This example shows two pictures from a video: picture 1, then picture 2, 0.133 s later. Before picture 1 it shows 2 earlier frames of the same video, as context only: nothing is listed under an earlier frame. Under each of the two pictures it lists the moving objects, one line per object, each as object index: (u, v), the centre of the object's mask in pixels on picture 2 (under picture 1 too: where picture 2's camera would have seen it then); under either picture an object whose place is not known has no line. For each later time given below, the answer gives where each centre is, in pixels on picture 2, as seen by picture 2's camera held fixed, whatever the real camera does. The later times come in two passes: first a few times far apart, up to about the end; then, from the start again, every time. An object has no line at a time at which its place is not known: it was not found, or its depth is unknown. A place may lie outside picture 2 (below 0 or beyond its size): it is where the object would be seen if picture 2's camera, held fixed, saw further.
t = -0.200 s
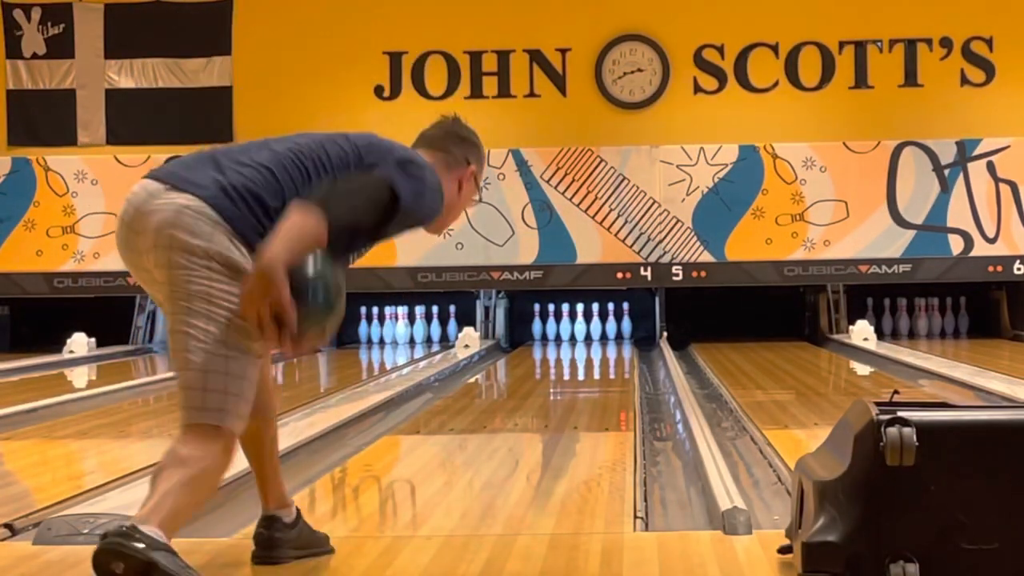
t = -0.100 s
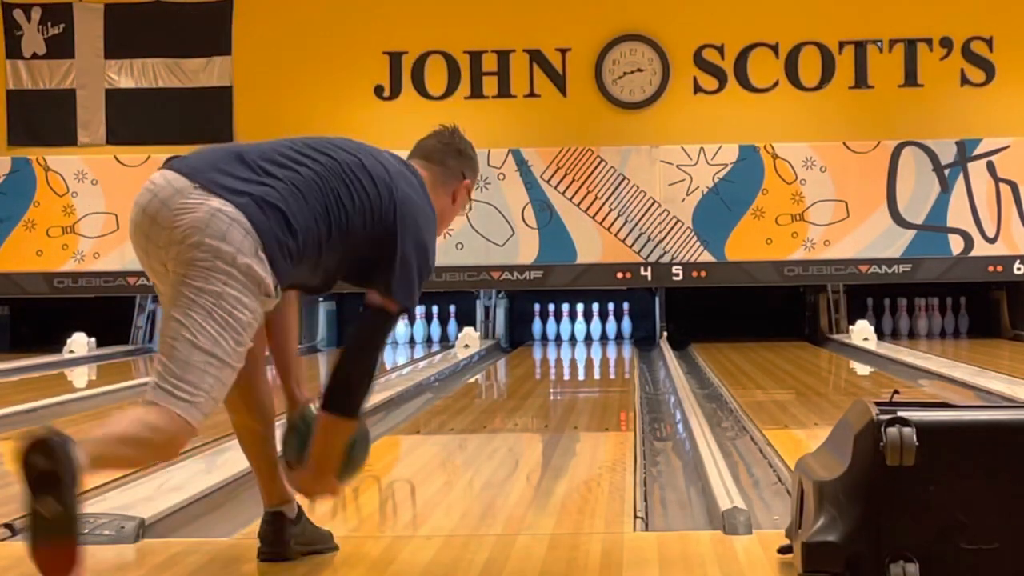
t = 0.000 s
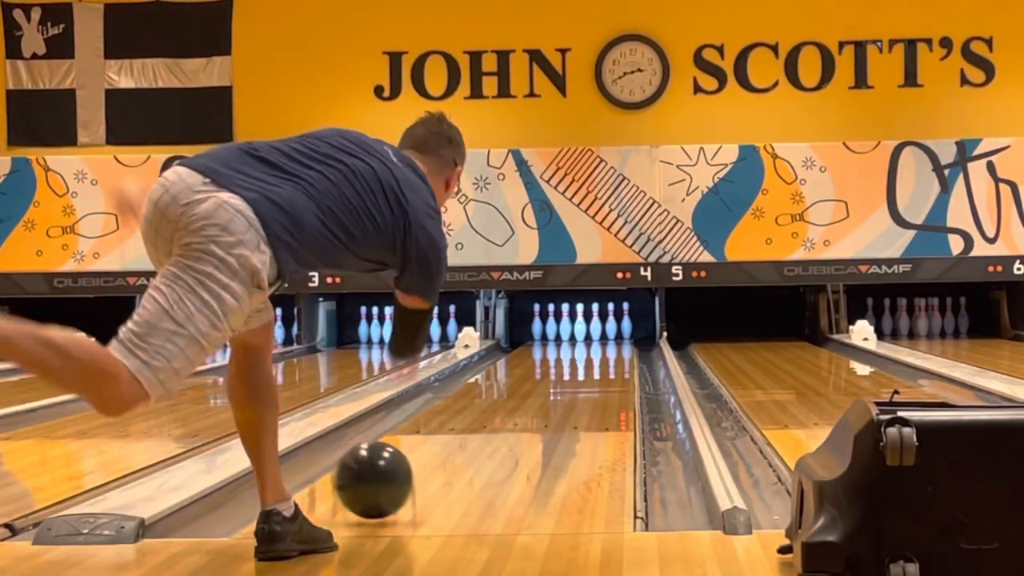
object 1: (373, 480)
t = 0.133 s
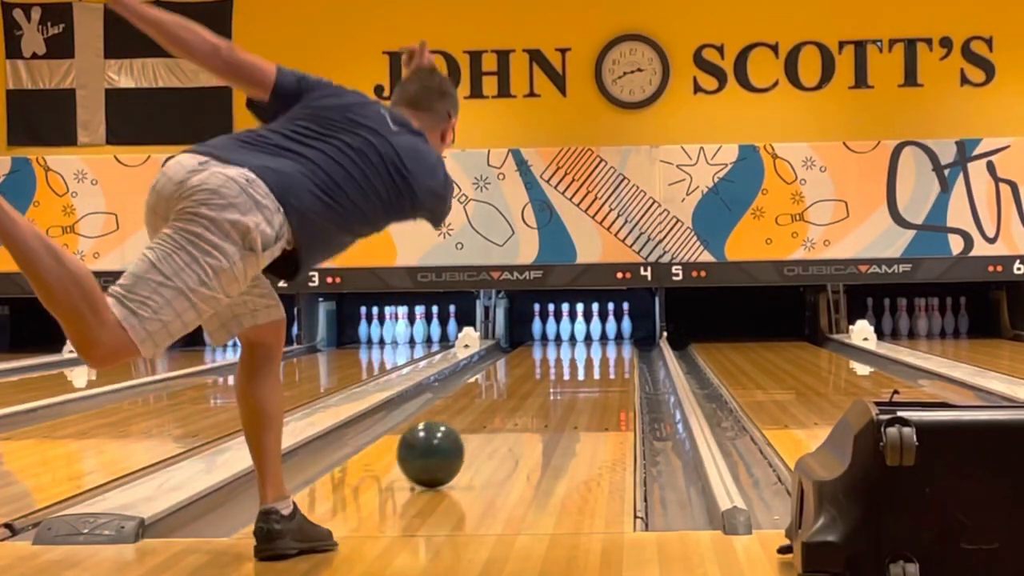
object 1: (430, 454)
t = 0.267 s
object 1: (473, 432)
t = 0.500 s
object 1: (526, 404)
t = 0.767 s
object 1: (566, 382)
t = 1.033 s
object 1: (594, 366)
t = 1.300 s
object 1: (611, 354)
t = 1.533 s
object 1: (620, 347)
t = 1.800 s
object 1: (619, 340)
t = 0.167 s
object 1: (442, 448)
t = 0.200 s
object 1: (453, 442)
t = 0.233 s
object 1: (463, 437)
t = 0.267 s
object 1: (473, 432)
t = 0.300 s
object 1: (482, 427)
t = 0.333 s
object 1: (490, 423)
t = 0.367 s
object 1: (498, 419)
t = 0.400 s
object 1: (506, 415)
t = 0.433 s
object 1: (513, 411)
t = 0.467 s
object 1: (519, 407)
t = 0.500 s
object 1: (526, 404)
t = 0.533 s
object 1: (532, 401)
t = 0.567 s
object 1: (538, 398)
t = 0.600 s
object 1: (543, 395)
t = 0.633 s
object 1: (549, 392)
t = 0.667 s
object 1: (553, 390)
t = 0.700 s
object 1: (558, 387)
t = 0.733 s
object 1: (562, 384)
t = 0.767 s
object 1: (566, 382)
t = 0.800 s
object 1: (570, 380)
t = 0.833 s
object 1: (574, 377)
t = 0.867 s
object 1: (578, 375)
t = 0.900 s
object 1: (582, 373)
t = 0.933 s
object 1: (585, 371)
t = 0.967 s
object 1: (587, 369)
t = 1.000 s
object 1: (591, 367)
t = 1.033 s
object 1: (594, 366)
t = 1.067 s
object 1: (597, 364)
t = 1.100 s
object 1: (599, 362)
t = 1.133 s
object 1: (601, 361)
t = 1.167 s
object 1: (604, 358)
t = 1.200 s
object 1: (606, 357)
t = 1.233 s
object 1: (608, 357)
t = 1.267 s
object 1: (609, 356)
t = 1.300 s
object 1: (611, 354)
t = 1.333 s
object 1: (613, 353)
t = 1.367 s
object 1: (615, 352)
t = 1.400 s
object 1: (616, 351)
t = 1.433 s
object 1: (618, 349)
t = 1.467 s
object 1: (618, 348)
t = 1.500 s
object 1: (619, 347)
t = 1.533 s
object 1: (620, 347)
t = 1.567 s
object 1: (620, 346)
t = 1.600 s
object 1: (621, 344)
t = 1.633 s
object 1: (621, 344)
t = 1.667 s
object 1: (621, 342)
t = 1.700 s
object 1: (621, 342)
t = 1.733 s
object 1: (620, 341)
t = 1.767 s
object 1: (620, 340)
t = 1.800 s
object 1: (619, 340)
